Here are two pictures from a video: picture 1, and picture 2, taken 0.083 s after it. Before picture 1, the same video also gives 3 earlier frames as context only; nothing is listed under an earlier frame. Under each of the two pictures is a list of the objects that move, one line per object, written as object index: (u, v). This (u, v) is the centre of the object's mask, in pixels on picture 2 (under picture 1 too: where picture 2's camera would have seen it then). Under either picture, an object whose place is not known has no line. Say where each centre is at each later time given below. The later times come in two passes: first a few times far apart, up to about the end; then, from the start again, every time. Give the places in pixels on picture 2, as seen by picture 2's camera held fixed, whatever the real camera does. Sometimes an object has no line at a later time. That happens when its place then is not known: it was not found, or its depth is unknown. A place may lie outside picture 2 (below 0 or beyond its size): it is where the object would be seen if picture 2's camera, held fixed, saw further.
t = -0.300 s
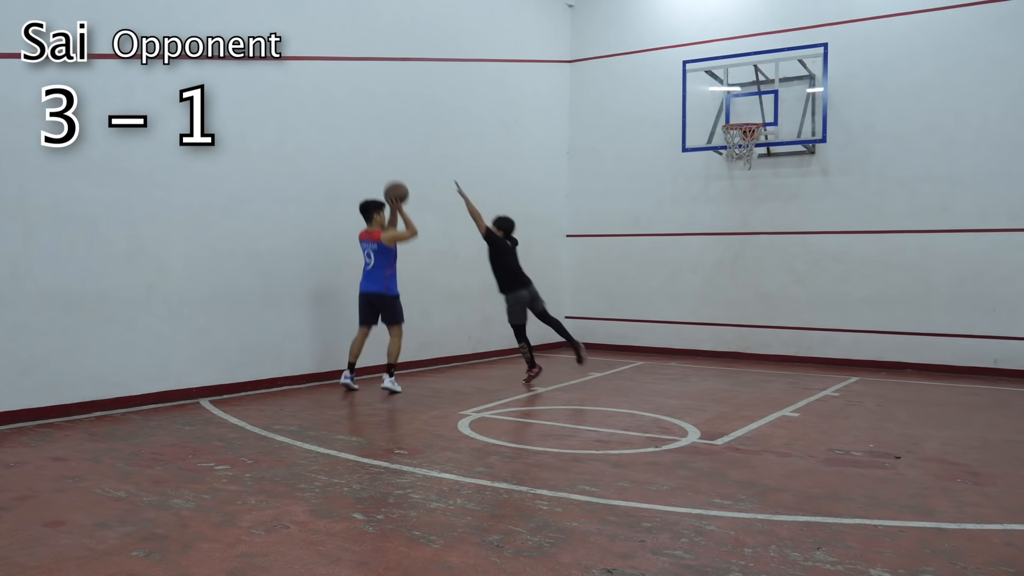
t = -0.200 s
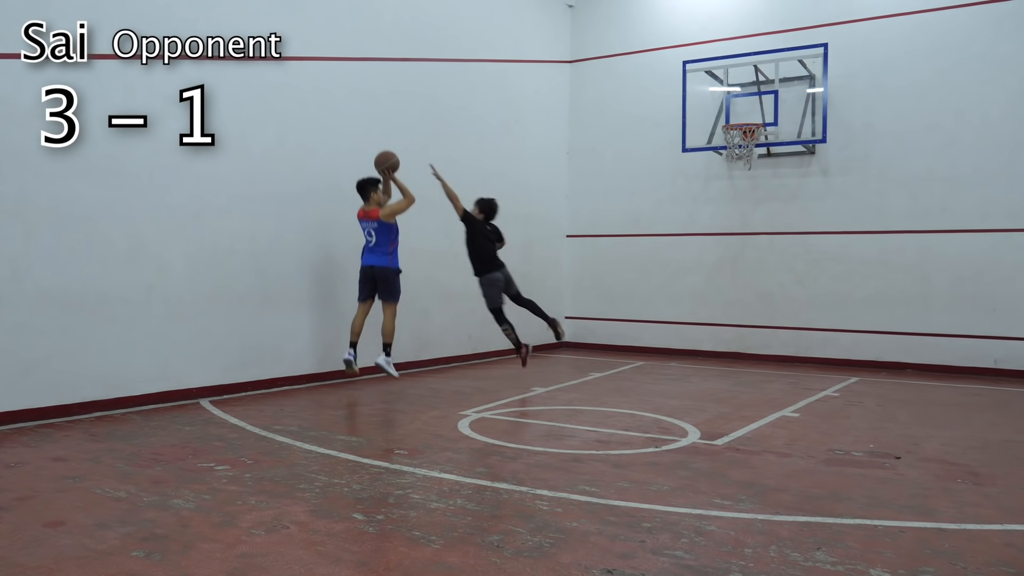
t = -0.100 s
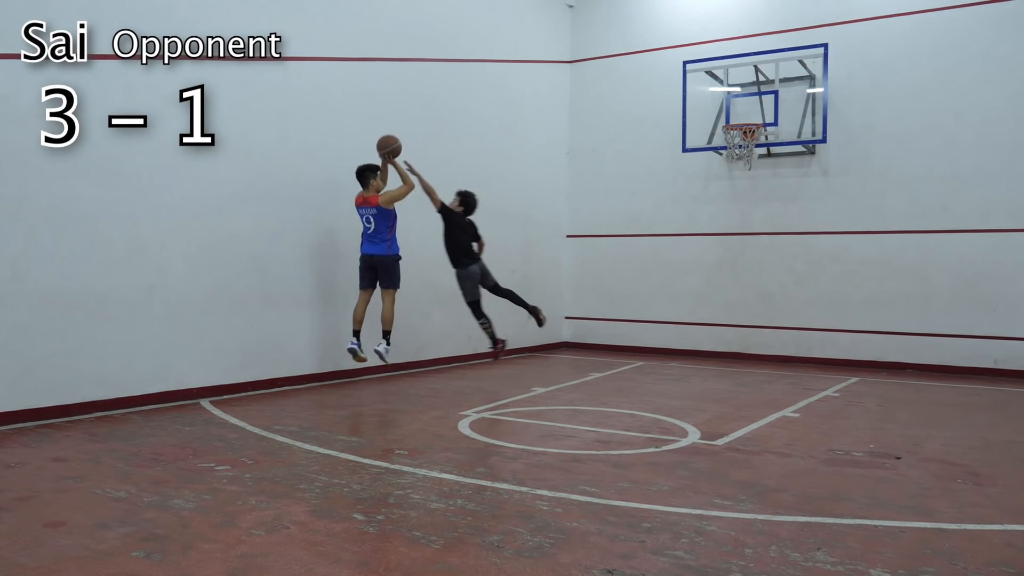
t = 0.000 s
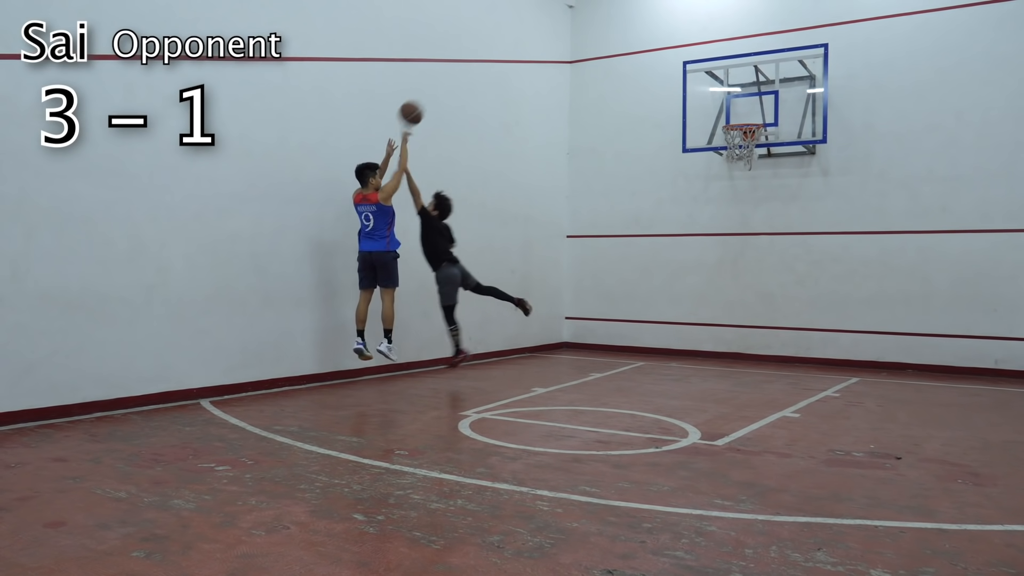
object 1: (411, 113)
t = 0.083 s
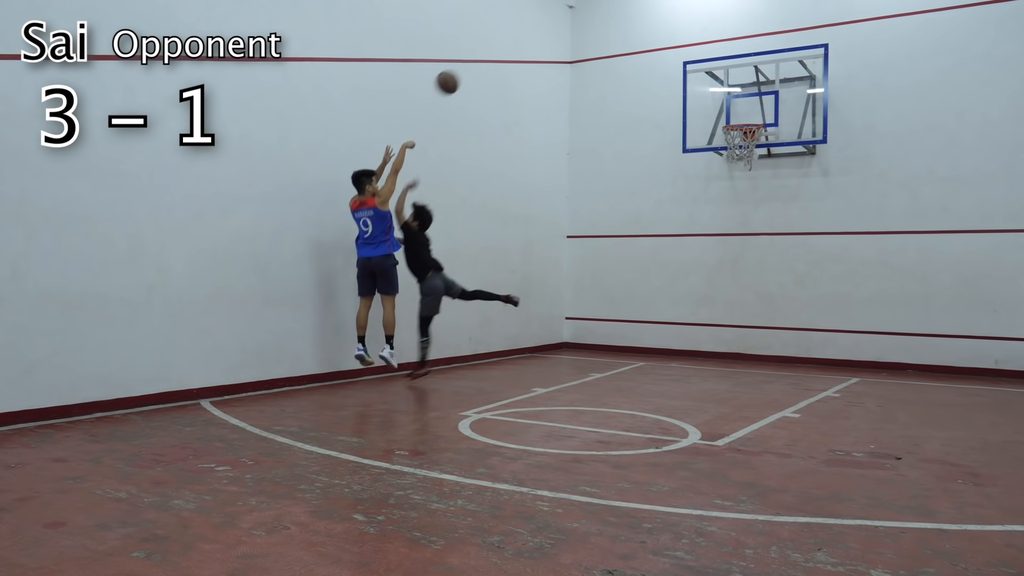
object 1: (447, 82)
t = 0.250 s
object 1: (513, 45)
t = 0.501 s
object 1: (601, 40)
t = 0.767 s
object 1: (680, 92)
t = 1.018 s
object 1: (742, 181)
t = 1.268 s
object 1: (791, 303)
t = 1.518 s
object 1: (814, 313)
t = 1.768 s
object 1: (818, 279)
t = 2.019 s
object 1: (821, 291)
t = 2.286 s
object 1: (823, 358)
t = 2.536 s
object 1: (836, 319)
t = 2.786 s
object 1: (847, 314)
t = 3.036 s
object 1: (857, 356)
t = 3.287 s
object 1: (861, 344)
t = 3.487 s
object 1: (863, 361)
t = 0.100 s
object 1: (454, 77)
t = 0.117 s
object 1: (461, 72)
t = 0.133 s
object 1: (468, 68)
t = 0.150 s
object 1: (474, 63)
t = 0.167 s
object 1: (481, 60)
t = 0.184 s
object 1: (488, 56)
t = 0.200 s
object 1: (494, 53)
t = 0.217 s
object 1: (501, 50)
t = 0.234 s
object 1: (507, 47)
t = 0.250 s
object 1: (513, 45)
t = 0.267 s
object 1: (520, 42)
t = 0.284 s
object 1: (526, 40)
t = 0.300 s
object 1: (532, 39)
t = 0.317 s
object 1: (538, 38)
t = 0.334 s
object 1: (544, 36)
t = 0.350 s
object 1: (550, 36)
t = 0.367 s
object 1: (556, 35)
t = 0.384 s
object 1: (562, 35)
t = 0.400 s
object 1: (567, 35)
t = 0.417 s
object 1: (573, 35)
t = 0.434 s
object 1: (579, 36)
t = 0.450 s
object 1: (584, 36)
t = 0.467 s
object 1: (590, 37)
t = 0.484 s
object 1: (595, 38)
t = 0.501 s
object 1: (601, 40)
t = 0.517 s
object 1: (606, 41)
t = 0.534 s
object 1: (611, 43)
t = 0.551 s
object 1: (617, 45)
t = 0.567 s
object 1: (622, 48)
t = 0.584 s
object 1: (627, 50)
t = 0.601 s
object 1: (632, 53)
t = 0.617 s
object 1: (637, 56)
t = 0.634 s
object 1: (642, 59)
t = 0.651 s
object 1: (647, 62)
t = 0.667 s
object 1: (652, 66)
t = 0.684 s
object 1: (657, 70)
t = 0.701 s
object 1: (662, 74)
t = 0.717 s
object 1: (666, 78)
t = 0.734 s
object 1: (671, 82)
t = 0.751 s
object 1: (676, 87)
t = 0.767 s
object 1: (680, 92)
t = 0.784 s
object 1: (685, 97)
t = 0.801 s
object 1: (689, 102)
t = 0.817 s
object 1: (694, 107)
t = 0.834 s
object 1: (698, 112)
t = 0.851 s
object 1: (702, 118)
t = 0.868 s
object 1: (707, 124)
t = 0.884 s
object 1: (711, 130)
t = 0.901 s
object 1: (714, 136)
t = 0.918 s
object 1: (719, 143)
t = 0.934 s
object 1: (724, 150)
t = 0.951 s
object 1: (728, 156)
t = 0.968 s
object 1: (732, 162)
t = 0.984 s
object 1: (734, 168)
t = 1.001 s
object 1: (738, 175)
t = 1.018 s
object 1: (742, 181)
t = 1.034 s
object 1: (745, 188)
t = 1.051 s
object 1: (749, 196)
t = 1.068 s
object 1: (752, 203)
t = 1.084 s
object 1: (756, 210)
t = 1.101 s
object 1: (759, 218)
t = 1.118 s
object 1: (762, 226)
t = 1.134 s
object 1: (765, 234)
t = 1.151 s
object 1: (769, 243)
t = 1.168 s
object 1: (772, 251)
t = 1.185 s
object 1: (776, 259)
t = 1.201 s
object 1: (779, 267)
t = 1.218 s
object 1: (782, 276)
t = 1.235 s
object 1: (785, 285)
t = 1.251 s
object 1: (788, 294)
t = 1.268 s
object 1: (791, 303)
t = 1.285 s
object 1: (794, 312)
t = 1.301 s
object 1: (797, 322)
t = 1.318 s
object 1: (800, 331)
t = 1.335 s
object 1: (803, 341)
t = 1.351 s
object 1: (807, 351)
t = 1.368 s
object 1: (809, 358)
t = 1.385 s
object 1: (810, 351)
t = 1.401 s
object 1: (811, 345)
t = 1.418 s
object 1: (812, 339)
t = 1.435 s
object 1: (812, 334)
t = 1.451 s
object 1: (813, 329)
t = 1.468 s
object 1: (813, 325)
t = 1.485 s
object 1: (813, 321)
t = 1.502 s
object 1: (813, 317)
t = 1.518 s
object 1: (814, 313)
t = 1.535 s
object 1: (814, 309)
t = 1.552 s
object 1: (814, 306)
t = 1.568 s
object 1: (815, 302)
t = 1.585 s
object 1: (815, 300)
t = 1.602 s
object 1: (815, 297)
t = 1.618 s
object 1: (815, 294)
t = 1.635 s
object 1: (816, 292)
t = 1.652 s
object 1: (816, 289)
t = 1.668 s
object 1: (816, 288)
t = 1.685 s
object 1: (817, 286)
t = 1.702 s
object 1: (817, 284)
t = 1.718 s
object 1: (817, 283)
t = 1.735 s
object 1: (817, 281)
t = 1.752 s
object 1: (817, 280)
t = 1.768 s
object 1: (818, 279)
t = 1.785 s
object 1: (818, 279)
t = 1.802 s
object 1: (818, 278)
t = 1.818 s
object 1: (818, 278)
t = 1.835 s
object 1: (819, 278)
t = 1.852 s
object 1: (819, 278)
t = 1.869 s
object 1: (819, 279)
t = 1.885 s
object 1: (819, 279)
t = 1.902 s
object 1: (819, 280)
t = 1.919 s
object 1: (820, 281)
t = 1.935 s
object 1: (820, 282)
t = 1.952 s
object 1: (820, 283)
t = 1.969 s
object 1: (820, 285)
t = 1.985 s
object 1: (820, 287)
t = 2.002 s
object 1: (821, 289)
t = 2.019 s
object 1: (821, 291)
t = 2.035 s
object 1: (821, 294)
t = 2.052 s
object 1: (821, 297)
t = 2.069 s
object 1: (821, 299)
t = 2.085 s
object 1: (822, 303)
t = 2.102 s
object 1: (822, 306)
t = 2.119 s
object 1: (822, 309)
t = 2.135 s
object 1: (822, 313)
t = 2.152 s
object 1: (822, 317)
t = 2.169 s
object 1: (822, 322)
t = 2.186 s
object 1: (822, 326)
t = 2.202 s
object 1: (822, 331)
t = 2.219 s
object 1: (822, 336)
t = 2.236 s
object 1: (823, 341)
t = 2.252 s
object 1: (823, 346)
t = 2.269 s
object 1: (823, 351)
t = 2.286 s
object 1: (823, 358)
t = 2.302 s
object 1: (823, 364)
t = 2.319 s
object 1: (824, 362)
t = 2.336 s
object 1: (825, 358)
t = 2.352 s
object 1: (826, 352)
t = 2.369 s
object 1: (827, 348)
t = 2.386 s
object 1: (828, 345)
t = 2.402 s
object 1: (829, 341)
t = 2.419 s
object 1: (830, 338)
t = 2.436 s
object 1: (830, 334)
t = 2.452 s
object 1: (831, 331)
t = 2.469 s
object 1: (832, 328)
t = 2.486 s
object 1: (833, 325)
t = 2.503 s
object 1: (834, 323)
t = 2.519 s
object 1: (835, 321)
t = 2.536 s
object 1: (836, 319)
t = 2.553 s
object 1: (836, 317)
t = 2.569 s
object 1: (837, 315)
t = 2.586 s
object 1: (838, 314)
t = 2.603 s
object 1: (839, 313)
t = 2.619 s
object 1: (840, 312)
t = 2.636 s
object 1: (840, 311)
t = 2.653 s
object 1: (841, 311)
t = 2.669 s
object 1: (842, 310)
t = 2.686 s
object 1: (843, 310)
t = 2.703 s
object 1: (843, 310)
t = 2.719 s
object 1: (844, 311)
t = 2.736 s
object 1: (845, 311)
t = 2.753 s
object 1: (846, 312)
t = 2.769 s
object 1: (847, 313)
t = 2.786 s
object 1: (847, 314)
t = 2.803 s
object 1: (848, 315)
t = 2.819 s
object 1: (849, 317)
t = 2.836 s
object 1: (850, 319)
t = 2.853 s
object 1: (850, 320)
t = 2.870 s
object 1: (851, 322)
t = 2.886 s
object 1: (852, 325)
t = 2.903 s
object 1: (852, 327)
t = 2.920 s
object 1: (853, 330)
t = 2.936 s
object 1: (853, 333)
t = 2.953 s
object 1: (854, 336)
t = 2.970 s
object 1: (855, 340)
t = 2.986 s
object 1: (855, 343)
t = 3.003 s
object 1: (856, 347)
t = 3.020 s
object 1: (857, 351)
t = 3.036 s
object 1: (857, 356)
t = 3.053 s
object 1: (857, 359)
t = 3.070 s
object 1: (858, 359)
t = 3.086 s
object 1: (859, 357)
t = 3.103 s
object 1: (859, 355)
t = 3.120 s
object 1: (859, 353)
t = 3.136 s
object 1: (859, 351)
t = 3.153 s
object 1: (860, 349)
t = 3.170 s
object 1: (860, 348)
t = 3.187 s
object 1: (860, 347)
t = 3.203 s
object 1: (860, 346)
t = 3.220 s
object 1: (860, 345)
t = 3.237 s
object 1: (861, 345)
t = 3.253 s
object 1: (861, 345)
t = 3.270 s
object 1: (861, 344)
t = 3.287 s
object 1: (861, 344)
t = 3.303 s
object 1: (861, 345)
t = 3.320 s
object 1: (862, 345)
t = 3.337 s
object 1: (862, 346)
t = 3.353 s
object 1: (862, 347)
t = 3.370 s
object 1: (862, 348)
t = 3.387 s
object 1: (862, 349)
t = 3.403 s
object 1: (862, 350)
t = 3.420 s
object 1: (863, 352)
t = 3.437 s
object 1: (863, 354)
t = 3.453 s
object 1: (863, 355)
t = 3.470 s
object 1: (863, 358)
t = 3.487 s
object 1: (863, 361)
